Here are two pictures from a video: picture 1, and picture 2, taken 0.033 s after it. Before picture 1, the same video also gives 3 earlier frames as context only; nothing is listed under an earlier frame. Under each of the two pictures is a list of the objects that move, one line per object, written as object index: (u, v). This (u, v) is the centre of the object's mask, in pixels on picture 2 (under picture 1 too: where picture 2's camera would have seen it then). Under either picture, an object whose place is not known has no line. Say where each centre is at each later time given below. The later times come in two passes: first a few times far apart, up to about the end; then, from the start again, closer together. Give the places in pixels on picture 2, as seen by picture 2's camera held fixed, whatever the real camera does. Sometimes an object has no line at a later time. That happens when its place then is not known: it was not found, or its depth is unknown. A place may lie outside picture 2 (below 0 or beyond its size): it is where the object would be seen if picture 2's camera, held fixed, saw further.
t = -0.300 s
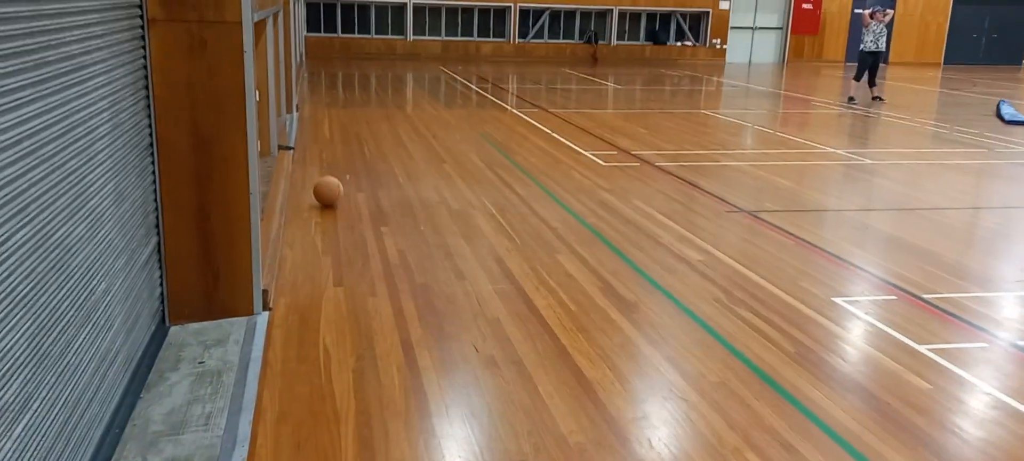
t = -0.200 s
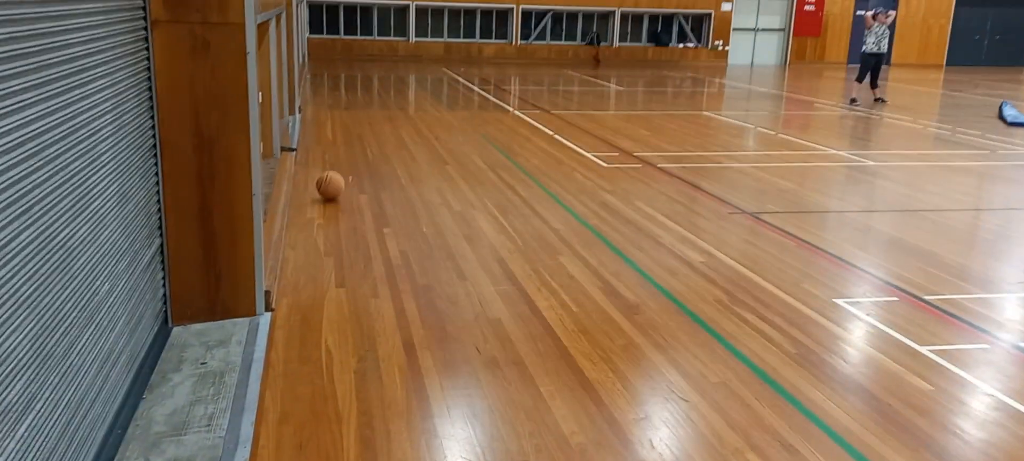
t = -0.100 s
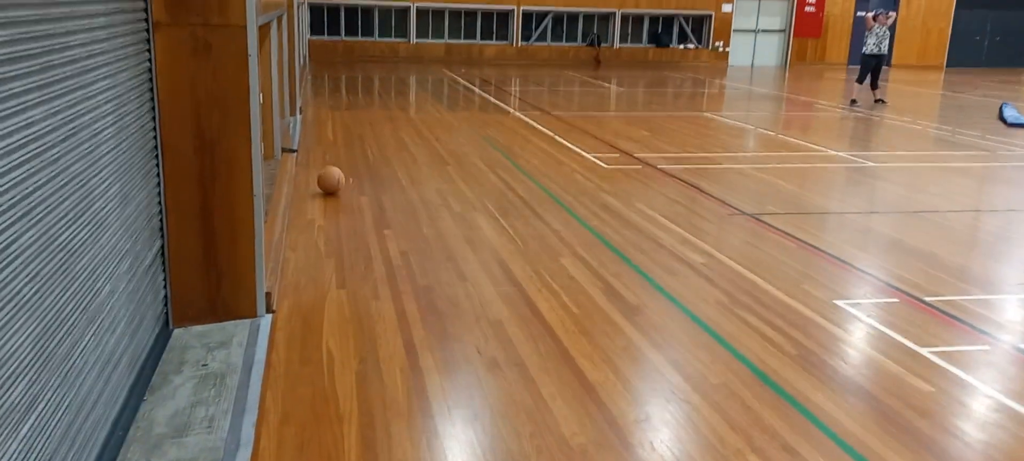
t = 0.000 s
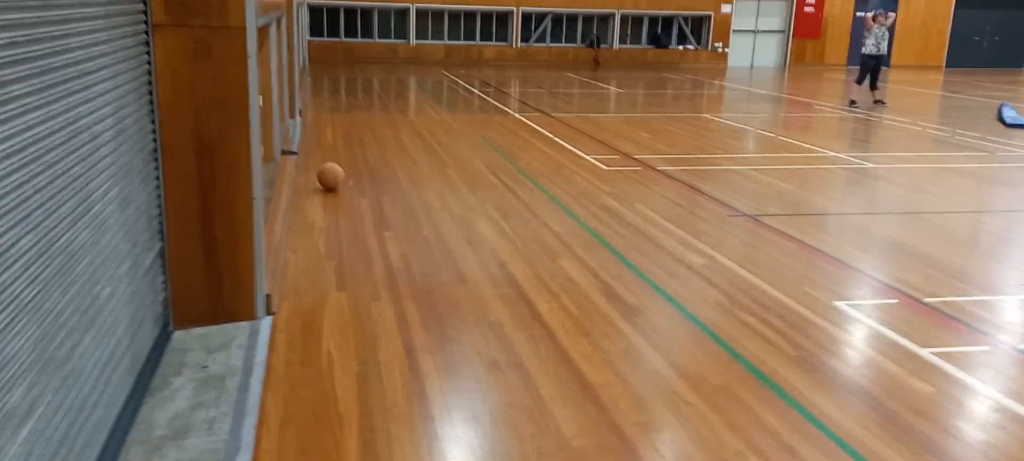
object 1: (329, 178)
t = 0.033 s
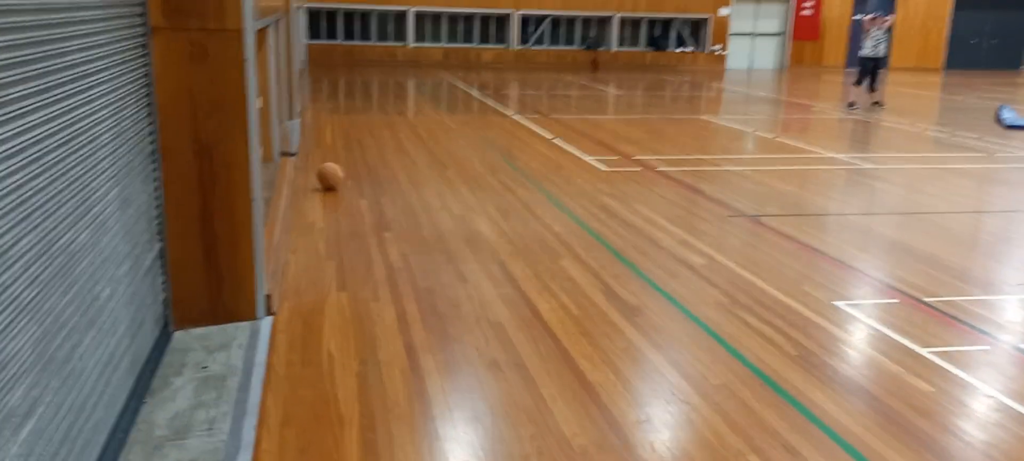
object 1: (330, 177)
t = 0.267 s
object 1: (330, 165)
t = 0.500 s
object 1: (330, 156)
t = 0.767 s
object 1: (330, 145)
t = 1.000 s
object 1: (332, 138)
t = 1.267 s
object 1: (333, 130)
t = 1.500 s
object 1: (334, 125)
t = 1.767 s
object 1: (335, 119)
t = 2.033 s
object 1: (336, 114)
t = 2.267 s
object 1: (338, 110)
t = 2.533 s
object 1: (339, 106)
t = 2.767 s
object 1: (340, 103)
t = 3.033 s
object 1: (341, 100)
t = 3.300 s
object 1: (343, 96)
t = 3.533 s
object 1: (343, 93)
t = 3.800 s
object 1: (344, 90)
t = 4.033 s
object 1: (344, 88)
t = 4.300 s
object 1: (346, 85)
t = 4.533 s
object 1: (345, 85)
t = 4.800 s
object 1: (348, 82)
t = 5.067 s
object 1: (348, 80)
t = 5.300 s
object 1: (349, 78)
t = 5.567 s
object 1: (348, 77)
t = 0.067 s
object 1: (330, 174)
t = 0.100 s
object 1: (330, 173)
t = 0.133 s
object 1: (330, 171)
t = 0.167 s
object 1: (330, 169)
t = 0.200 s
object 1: (329, 168)
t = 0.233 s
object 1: (330, 166)
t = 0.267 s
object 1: (330, 165)
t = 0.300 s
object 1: (330, 163)
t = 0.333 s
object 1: (330, 162)
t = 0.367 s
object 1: (330, 160)
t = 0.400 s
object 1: (330, 159)
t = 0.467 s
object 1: (330, 157)
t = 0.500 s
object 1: (330, 156)
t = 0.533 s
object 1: (330, 153)
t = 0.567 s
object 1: (330, 153)
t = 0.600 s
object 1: (331, 151)
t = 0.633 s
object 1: (331, 150)
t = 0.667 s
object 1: (330, 148)
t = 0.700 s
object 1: (330, 147)
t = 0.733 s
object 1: (331, 146)
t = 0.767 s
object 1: (330, 145)
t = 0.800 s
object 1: (331, 144)
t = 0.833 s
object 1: (331, 142)
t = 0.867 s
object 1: (331, 142)
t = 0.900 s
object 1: (331, 141)
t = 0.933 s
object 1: (331, 139)
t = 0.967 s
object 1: (331, 138)
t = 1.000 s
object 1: (332, 138)
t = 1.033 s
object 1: (332, 137)
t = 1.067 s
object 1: (332, 136)
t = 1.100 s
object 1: (332, 134)
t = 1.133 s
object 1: (332, 134)
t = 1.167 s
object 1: (332, 133)
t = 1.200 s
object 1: (333, 133)
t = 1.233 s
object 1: (332, 131)
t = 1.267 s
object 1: (333, 130)
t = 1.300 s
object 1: (333, 130)
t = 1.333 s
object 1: (333, 128)
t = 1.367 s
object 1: (334, 127)
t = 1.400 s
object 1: (334, 127)
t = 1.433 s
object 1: (334, 126)
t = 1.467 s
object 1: (334, 126)
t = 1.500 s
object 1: (334, 125)
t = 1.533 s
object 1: (334, 124)
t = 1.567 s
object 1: (334, 123)
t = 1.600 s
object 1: (334, 123)
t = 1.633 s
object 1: (334, 122)
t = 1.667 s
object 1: (335, 122)
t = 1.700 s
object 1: (335, 120)
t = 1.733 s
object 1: (335, 120)
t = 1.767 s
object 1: (335, 119)
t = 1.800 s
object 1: (335, 119)
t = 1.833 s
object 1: (336, 118)
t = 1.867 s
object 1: (336, 117)
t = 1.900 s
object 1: (336, 117)
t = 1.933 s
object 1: (336, 116)
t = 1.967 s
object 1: (336, 116)
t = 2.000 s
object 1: (336, 115)
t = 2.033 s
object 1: (336, 114)
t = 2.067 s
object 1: (337, 114)
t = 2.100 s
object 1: (337, 113)
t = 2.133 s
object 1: (337, 113)
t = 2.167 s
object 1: (337, 112)
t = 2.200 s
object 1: (338, 111)
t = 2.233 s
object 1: (338, 110)
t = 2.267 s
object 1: (338, 110)
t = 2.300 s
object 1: (338, 109)
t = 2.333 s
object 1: (338, 109)
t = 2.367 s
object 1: (338, 109)
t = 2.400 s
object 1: (339, 108)
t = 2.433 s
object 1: (339, 108)
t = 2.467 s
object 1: (339, 107)
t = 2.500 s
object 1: (339, 107)
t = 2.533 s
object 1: (339, 106)
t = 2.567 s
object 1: (339, 105)
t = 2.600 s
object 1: (339, 105)
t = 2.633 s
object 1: (339, 105)
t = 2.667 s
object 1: (340, 104)
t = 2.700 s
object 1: (340, 104)
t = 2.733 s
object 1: (340, 103)
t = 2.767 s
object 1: (340, 103)
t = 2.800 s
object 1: (340, 102)
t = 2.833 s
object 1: (340, 102)
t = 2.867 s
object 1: (340, 102)
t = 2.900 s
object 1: (341, 101)
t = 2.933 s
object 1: (341, 101)
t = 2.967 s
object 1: (342, 100)
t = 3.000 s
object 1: (341, 100)
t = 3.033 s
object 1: (341, 100)
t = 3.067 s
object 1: (341, 98)
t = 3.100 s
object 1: (341, 99)
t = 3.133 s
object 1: (341, 99)
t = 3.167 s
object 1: (342, 98)
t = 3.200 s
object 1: (342, 98)
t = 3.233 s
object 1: (342, 97)
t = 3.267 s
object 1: (342, 97)
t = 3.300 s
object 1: (343, 96)
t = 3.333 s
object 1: (342, 96)
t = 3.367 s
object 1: (342, 95)
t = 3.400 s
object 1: (342, 95)
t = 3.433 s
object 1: (343, 94)
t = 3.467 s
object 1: (343, 94)
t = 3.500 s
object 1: (343, 93)
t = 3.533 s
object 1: (343, 93)
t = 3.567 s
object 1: (343, 93)
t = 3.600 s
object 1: (343, 93)
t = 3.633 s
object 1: (343, 92)
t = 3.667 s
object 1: (343, 91)
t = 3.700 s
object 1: (344, 91)
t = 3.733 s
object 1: (344, 90)
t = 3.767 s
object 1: (344, 90)
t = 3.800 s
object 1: (344, 90)
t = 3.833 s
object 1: (344, 90)
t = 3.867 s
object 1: (344, 89)
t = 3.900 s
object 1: (344, 89)
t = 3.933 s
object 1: (344, 89)
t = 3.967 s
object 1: (345, 89)
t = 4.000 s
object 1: (344, 88)
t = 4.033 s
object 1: (344, 88)
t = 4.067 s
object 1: (345, 87)
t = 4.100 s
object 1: (345, 87)
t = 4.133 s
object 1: (345, 87)
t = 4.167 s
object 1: (345, 86)
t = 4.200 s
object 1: (345, 86)
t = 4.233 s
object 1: (344, 86)
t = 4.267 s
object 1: (346, 86)
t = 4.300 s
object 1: (346, 85)
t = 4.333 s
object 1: (345, 86)
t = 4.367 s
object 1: (346, 85)
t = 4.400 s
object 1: (346, 85)
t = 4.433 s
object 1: (346, 85)
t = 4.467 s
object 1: (346, 82)
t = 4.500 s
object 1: (345, 85)
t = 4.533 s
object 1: (345, 85)
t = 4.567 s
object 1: (345, 83)
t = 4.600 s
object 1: (345, 85)
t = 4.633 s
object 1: (346, 83)
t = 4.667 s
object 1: (346, 83)
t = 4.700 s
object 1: (346, 82)
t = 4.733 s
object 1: (347, 83)
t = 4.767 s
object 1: (347, 83)
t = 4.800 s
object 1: (348, 82)
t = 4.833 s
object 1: (347, 82)
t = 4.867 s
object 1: (347, 82)
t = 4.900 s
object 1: (348, 81)
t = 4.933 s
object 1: (348, 80)
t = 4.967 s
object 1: (347, 81)
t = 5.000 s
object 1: (348, 81)
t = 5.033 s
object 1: (348, 80)
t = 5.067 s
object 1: (348, 80)
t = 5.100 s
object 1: (348, 80)
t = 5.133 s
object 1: (348, 80)
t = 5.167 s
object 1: (348, 80)
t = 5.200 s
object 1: (348, 80)
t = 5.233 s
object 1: (349, 79)
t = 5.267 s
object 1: (348, 79)
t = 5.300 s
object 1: (349, 78)
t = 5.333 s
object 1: (348, 79)
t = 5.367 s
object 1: (349, 78)
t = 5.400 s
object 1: (350, 78)
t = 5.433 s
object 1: (348, 78)
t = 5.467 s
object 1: (348, 77)
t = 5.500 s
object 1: (348, 77)
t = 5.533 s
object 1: (348, 77)
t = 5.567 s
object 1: (348, 77)
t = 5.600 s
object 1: (348, 76)
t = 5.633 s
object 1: (349, 76)
